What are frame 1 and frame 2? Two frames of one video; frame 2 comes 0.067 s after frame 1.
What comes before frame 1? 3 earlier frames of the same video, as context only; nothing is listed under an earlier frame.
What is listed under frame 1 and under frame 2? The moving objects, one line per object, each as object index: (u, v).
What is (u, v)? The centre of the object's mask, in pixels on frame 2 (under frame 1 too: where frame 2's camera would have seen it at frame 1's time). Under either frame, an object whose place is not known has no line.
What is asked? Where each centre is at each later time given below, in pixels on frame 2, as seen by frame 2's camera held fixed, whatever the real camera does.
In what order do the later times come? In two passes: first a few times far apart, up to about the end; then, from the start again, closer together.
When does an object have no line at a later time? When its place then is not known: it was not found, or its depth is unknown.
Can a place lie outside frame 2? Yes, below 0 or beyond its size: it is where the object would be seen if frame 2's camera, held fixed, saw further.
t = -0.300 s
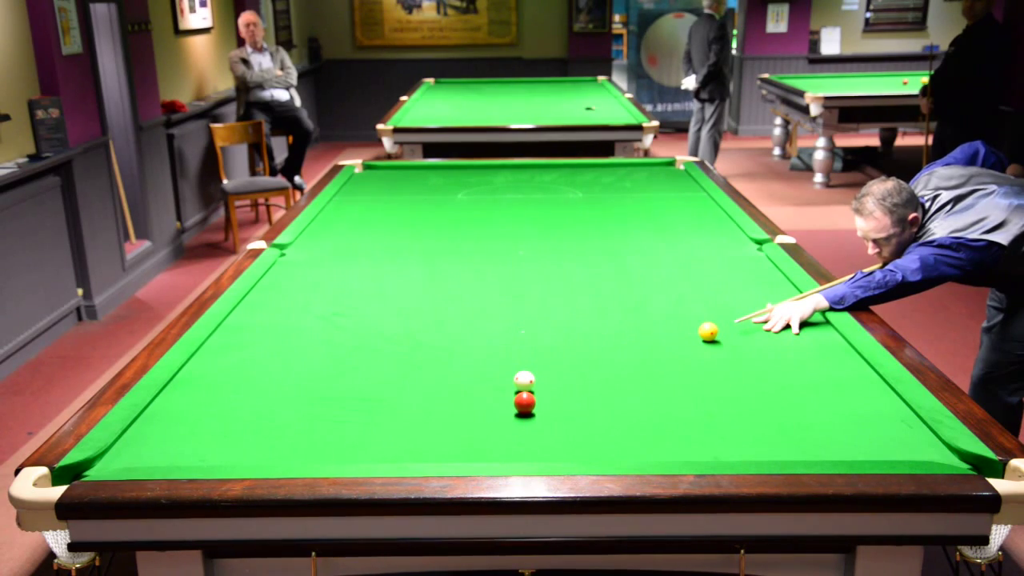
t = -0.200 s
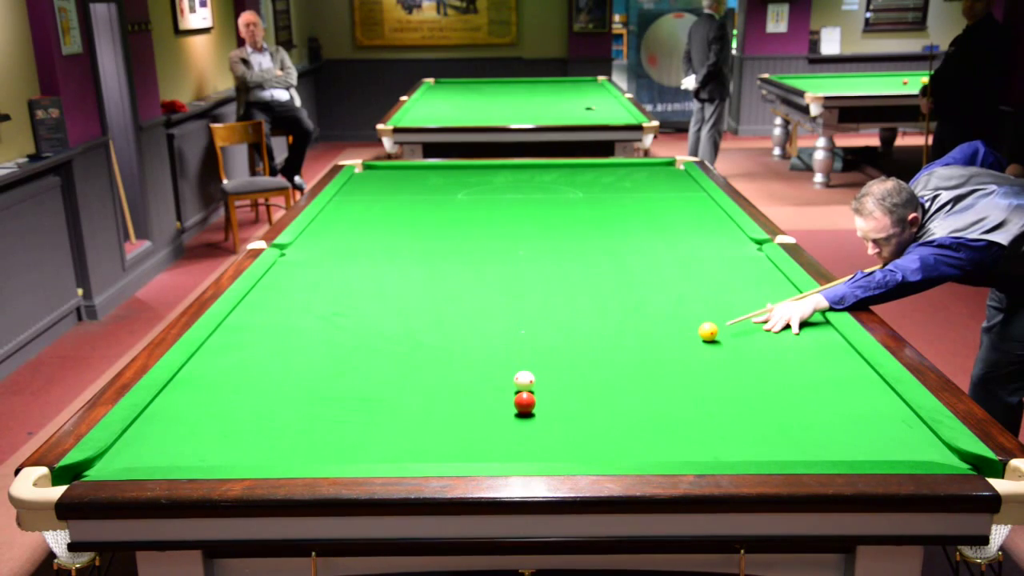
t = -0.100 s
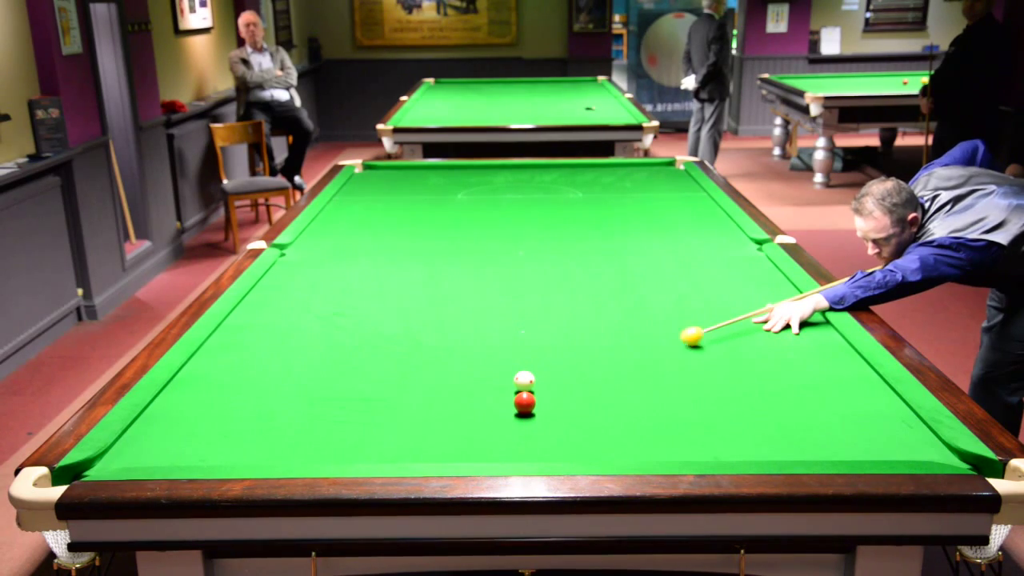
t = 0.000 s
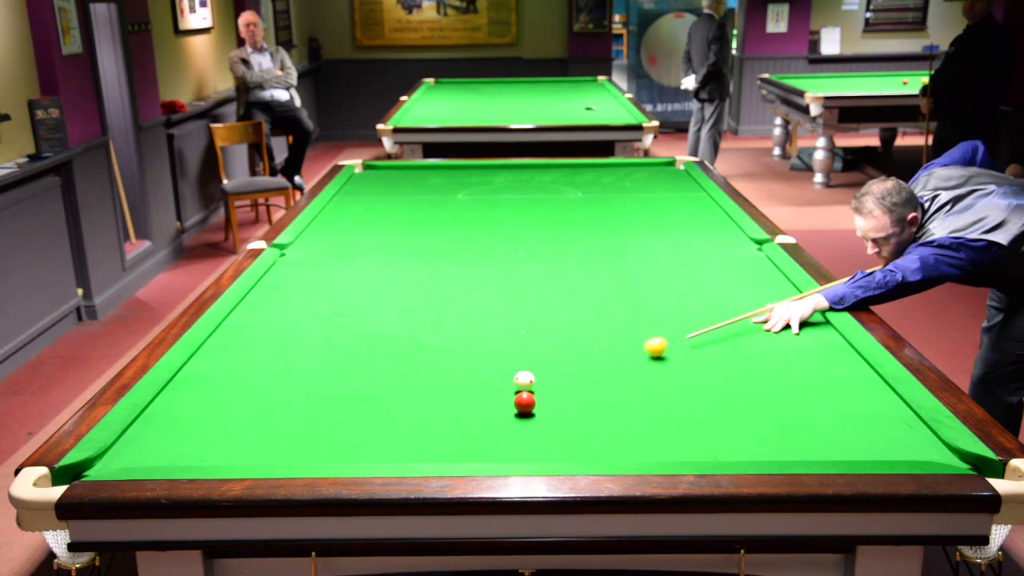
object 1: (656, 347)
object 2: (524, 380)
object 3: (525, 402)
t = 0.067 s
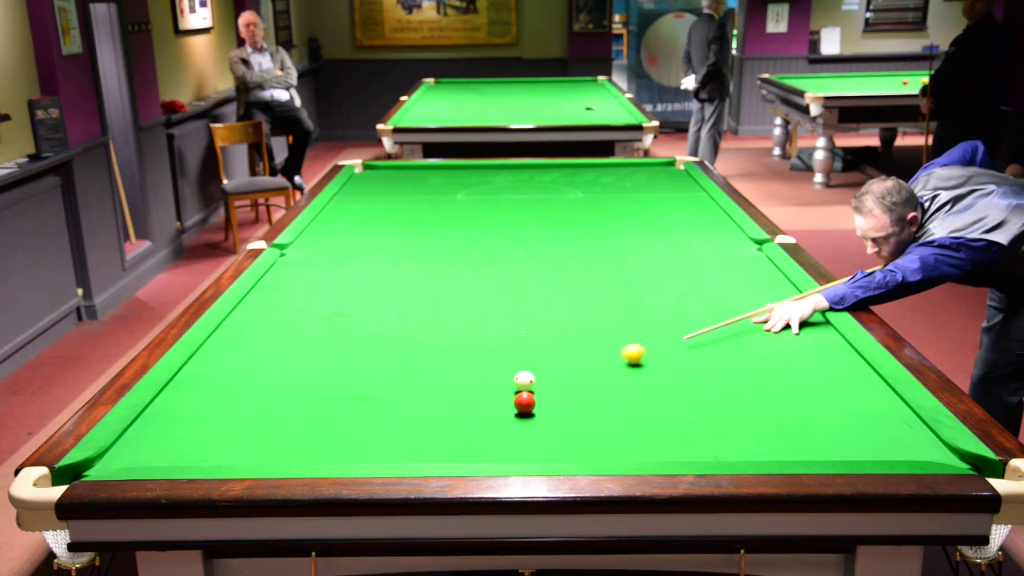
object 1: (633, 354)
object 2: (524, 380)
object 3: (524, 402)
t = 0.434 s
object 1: (543, 390)
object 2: (485, 383)
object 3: (524, 402)
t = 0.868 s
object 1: (546, 408)
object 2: (373, 392)
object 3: (489, 424)
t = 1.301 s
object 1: (554, 421)
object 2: (266, 399)
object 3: (450, 447)
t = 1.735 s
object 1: (559, 432)
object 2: (161, 407)
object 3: (418, 455)
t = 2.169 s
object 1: (563, 441)
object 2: (209, 411)
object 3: (400, 448)
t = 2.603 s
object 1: (565, 446)
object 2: (259, 414)
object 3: (386, 441)
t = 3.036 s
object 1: (565, 448)
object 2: (305, 417)
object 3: (376, 438)
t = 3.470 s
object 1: (565, 448)
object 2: (344, 420)
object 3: (370, 436)
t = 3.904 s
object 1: (565, 448)
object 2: (379, 420)
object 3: (370, 435)
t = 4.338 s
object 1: (565, 448)
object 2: (404, 426)
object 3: (370, 435)
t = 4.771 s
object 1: (565, 448)
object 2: (425, 428)
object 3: (370, 436)
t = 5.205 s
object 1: (565, 448)
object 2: (440, 430)
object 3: (370, 436)
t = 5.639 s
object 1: (565, 448)
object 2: (448, 432)
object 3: (370, 436)
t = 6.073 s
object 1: (565, 448)
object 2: (449, 433)
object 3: (370, 436)
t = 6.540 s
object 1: (565, 448)
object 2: (449, 433)
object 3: (370, 436)
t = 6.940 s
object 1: (565, 448)
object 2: (449, 433)
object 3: (370, 436)
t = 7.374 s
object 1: (565, 448)
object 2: (449, 433)
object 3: (370, 436)
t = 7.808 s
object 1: (565, 448)
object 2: (449, 433)
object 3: (370, 436)
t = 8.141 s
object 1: (565, 449)
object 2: (449, 433)
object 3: (370, 436)
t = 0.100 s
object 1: (622, 357)
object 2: (524, 380)
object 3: (524, 402)
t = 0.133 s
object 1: (611, 360)
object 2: (524, 380)
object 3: (524, 402)
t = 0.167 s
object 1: (599, 363)
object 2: (524, 380)
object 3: (524, 402)
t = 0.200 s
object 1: (588, 367)
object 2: (524, 380)
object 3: (524, 402)
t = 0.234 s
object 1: (576, 370)
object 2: (524, 380)
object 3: (524, 402)
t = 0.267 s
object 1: (564, 374)
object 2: (524, 380)
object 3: (524, 402)
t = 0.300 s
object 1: (552, 378)
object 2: (524, 380)
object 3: (524, 402)
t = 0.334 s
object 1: (545, 382)
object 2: (519, 380)
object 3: (524, 402)
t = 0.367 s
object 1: (545, 385)
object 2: (507, 381)
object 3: (525, 403)
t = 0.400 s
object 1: (544, 387)
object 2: (496, 383)
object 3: (524, 403)
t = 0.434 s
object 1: (543, 390)
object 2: (485, 383)
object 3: (524, 402)
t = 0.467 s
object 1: (541, 393)
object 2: (476, 384)
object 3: (524, 403)
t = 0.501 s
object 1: (539, 395)
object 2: (467, 385)
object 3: (523, 403)
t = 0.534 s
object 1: (540, 397)
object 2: (458, 385)
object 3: (519, 406)
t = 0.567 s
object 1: (541, 398)
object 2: (450, 386)
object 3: (516, 408)
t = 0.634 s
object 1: (542, 400)
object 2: (433, 387)
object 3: (510, 411)
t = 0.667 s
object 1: (543, 401)
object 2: (424, 388)
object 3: (507, 413)
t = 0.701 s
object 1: (543, 402)
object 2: (415, 388)
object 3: (504, 415)
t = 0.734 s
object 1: (544, 403)
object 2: (407, 389)
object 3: (501, 417)
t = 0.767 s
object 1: (545, 405)
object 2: (399, 390)
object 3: (498, 419)
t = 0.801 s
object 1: (545, 406)
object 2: (390, 390)
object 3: (495, 420)
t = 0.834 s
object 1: (546, 407)
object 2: (382, 391)
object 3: (492, 422)
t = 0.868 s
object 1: (546, 408)
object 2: (373, 392)
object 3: (489, 424)
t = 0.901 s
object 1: (547, 409)
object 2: (365, 392)
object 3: (486, 426)
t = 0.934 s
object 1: (548, 410)
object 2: (356, 393)
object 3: (483, 427)
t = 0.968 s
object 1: (548, 411)
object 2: (348, 393)
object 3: (480, 429)
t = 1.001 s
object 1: (549, 412)
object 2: (340, 394)
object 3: (477, 431)
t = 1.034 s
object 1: (549, 414)
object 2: (332, 394)
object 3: (474, 433)
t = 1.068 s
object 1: (550, 414)
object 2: (323, 394)
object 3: (471, 434)
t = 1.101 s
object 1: (550, 416)
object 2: (315, 395)
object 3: (468, 436)
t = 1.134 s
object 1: (551, 416)
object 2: (307, 396)
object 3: (465, 438)
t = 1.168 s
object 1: (551, 418)
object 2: (298, 397)
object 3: (462, 440)
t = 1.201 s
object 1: (552, 418)
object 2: (291, 397)
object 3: (459, 442)
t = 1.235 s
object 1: (553, 419)
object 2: (282, 398)
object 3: (456, 444)
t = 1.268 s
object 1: (553, 420)
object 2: (274, 399)
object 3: (453, 445)
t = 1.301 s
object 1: (554, 421)
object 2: (266, 399)
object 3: (450, 447)
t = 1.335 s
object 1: (554, 422)
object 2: (257, 400)
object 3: (447, 448)
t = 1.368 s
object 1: (555, 423)
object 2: (249, 400)
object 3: (444, 450)
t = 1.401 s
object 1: (555, 424)
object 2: (242, 401)
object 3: (442, 451)
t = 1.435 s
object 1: (556, 425)
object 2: (233, 402)
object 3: (439, 452)
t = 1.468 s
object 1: (556, 426)
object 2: (225, 403)
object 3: (436, 453)
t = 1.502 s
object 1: (556, 427)
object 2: (217, 403)
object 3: (433, 454)
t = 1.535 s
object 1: (557, 428)
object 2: (209, 403)
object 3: (430, 455)
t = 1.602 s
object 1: (558, 429)
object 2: (193, 405)
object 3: (425, 457)
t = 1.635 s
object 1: (558, 430)
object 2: (185, 405)
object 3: (422, 456)
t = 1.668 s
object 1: (558, 431)
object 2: (178, 406)
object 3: (421, 456)
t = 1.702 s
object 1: (559, 432)
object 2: (169, 406)
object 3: (419, 455)
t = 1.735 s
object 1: (559, 432)
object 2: (161, 407)
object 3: (418, 455)
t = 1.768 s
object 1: (559, 433)
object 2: (155, 408)
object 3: (416, 455)
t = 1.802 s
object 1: (560, 434)
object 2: (161, 408)
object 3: (414, 454)
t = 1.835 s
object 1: (560, 434)
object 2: (166, 408)
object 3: (413, 453)
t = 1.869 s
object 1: (560, 435)
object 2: (171, 409)
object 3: (412, 453)
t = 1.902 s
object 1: (561, 436)
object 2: (175, 409)
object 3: (410, 453)
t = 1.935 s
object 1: (561, 437)
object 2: (179, 409)
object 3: (409, 452)
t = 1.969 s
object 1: (561, 437)
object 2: (184, 409)
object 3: (407, 452)
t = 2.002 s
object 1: (561, 438)
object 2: (188, 410)
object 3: (406, 451)
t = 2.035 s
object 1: (562, 438)
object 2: (192, 410)
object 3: (405, 450)
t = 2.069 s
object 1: (562, 439)
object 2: (196, 410)
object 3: (403, 450)
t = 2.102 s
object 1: (562, 440)
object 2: (201, 410)
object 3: (402, 449)
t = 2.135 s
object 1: (563, 440)
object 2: (205, 411)
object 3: (401, 448)
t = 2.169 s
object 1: (563, 441)
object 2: (209, 411)
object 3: (400, 448)
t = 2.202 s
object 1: (563, 441)
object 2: (213, 411)
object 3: (399, 447)
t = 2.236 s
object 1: (563, 442)
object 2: (217, 411)
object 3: (397, 447)
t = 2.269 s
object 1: (563, 442)
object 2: (221, 412)
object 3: (396, 446)
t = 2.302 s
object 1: (563, 443)
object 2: (225, 412)
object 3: (395, 445)
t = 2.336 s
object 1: (563, 443)
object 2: (229, 412)
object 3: (394, 445)
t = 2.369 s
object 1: (564, 444)
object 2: (233, 412)
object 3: (393, 444)
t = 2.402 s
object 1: (564, 444)
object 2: (237, 413)
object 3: (392, 444)
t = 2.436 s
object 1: (564, 445)
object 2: (241, 413)
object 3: (391, 443)
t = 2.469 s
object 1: (564, 445)
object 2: (245, 413)
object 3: (390, 443)
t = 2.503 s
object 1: (564, 445)
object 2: (248, 414)
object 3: (389, 443)
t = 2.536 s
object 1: (565, 446)
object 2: (252, 414)
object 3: (388, 442)
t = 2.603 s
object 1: (565, 446)
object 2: (259, 414)
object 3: (386, 441)
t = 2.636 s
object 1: (565, 446)
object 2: (263, 415)
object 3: (385, 441)
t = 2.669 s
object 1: (565, 447)
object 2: (267, 415)
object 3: (384, 440)
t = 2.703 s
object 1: (565, 447)
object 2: (270, 415)
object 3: (383, 440)
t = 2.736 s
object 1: (565, 447)
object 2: (274, 415)
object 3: (383, 440)
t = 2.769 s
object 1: (565, 448)
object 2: (278, 415)
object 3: (382, 439)
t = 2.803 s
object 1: (565, 448)
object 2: (281, 416)
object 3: (381, 439)
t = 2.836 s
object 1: (566, 448)
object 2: (284, 416)
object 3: (380, 439)
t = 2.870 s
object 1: (566, 448)
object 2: (288, 416)
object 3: (379, 438)
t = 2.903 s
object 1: (565, 448)
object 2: (291, 417)
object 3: (379, 438)
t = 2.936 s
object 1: (566, 448)
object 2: (295, 417)
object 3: (378, 438)
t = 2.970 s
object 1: (566, 448)
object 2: (298, 417)
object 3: (377, 438)
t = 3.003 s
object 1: (566, 448)
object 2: (301, 417)
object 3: (376, 438)
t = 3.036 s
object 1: (565, 448)
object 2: (305, 417)
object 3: (376, 438)
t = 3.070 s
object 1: (566, 448)
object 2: (308, 417)
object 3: (375, 437)
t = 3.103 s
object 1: (565, 448)
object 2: (311, 418)
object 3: (375, 437)
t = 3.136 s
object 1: (565, 448)
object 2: (314, 418)
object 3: (374, 437)
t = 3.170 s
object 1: (565, 448)
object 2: (317, 418)
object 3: (374, 437)
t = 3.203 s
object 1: (565, 448)
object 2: (320, 418)
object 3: (373, 437)
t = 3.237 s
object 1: (565, 448)
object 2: (323, 419)
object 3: (373, 436)
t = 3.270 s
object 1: (565, 448)
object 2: (326, 419)
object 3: (372, 436)
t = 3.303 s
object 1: (565, 448)
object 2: (329, 419)
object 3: (372, 436)
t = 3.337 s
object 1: (565, 448)
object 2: (332, 419)
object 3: (372, 436)
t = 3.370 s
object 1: (565, 448)
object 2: (335, 420)
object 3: (371, 436)
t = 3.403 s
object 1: (565, 448)
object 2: (338, 420)
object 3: (371, 436)
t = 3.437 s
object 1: (565, 449)
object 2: (341, 420)
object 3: (371, 436)
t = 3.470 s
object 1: (565, 448)
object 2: (344, 420)
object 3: (370, 436)
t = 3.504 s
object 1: (565, 448)
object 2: (346, 421)
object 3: (370, 436)
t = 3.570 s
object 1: (565, 448)
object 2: (352, 421)
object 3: (370, 436)
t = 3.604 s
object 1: (565, 448)
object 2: (354, 421)
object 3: (370, 436)
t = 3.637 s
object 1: (565, 448)
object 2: (356, 421)
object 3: (370, 436)
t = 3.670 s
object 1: (565, 448)
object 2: (359, 420)
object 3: (370, 436)
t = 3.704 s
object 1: (565, 448)
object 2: (361, 420)
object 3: (369, 435)
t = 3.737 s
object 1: (565, 448)
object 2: (364, 419)
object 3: (369, 435)
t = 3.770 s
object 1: (565, 448)
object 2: (367, 419)
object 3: (369, 435)
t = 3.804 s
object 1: (565, 448)
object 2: (370, 419)
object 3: (370, 435)
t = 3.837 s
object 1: (565, 448)
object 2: (373, 419)
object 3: (369, 435)
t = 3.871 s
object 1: (565, 448)
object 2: (375, 419)
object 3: (370, 435)
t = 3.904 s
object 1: (565, 448)
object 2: (379, 420)
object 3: (370, 435)
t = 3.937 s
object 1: (565, 448)
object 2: (381, 421)
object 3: (370, 435)
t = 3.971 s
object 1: (565, 448)
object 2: (383, 422)
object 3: (370, 435)
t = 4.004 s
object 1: (565, 448)
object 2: (385, 423)
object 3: (370, 435)
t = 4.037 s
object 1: (565, 448)
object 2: (387, 423)
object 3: (370, 435)
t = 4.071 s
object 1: (565, 448)
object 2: (389, 424)
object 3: (370, 435)
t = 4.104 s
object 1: (565, 448)
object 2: (391, 424)
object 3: (370, 436)
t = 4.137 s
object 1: (565, 448)
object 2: (392, 425)
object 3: (370, 436)
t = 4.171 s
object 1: (565, 448)
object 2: (395, 425)
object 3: (370, 436)
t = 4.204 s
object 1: (565, 448)
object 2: (396, 425)
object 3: (370, 436)
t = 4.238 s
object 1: (565, 448)
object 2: (399, 425)
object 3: (370, 436)
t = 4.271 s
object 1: (565, 448)
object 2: (400, 425)
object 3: (370, 436)
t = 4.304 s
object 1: (565, 448)
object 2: (402, 426)
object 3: (370, 436)
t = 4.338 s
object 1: (565, 448)
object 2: (404, 426)
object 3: (370, 435)
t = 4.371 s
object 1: (565, 448)
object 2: (406, 426)
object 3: (370, 436)
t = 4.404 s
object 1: (565, 448)
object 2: (408, 427)
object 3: (370, 436)
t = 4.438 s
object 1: (565, 448)
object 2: (410, 427)
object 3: (370, 436)
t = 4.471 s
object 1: (565, 448)
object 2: (411, 427)
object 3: (370, 436)
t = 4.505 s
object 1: (565, 448)
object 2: (413, 427)
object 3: (370, 436)
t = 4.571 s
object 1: (565, 448)
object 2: (416, 427)
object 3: (370, 436)
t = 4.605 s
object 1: (565, 448)
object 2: (418, 428)
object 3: (370, 436)
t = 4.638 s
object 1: (565, 448)
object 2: (420, 428)
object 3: (370, 436)
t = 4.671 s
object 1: (565, 448)
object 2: (421, 428)
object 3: (370, 436)
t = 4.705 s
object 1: (565, 448)
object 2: (423, 428)
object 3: (370, 436)
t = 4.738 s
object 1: (565, 448)
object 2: (424, 428)
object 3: (370, 436)
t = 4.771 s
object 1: (565, 448)
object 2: (425, 428)
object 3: (370, 436)
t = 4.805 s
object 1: (565, 448)
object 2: (427, 429)
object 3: (370, 435)
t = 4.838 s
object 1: (565, 448)
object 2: (428, 429)
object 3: (370, 436)
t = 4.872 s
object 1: (565, 448)
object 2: (429, 429)
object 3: (370, 436)
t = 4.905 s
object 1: (565, 448)
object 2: (430, 429)
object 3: (370, 436)
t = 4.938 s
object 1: (565, 448)
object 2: (432, 429)
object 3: (370, 436)
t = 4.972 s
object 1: (565, 448)
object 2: (433, 430)
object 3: (370, 436)
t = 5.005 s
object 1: (565, 448)
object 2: (434, 430)
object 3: (370, 436)
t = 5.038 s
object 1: (565, 448)
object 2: (435, 430)
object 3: (370, 436)
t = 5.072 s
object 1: (565, 448)
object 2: (436, 430)
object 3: (370, 435)
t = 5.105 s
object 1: (565, 448)
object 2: (437, 430)
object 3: (370, 436)
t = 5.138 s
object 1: (565, 448)
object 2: (438, 430)
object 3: (370, 436)
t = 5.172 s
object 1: (565, 448)
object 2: (439, 430)
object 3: (370, 435)
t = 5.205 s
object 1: (565, 448)
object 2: (440, 430)
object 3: (370, 436)
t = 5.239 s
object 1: (565, 448)
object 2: (440, 431)
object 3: (370, 436)
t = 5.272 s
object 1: (565, 448)
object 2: (441, 431)
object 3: (370, 436)
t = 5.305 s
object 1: (565, 448)
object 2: (442, 431)
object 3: (370, 436)
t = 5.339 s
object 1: (565, 448)
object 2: (442, 431)
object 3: (370, 435)
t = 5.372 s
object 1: (565, 448)
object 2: (443, 431)
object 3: (370, 436)
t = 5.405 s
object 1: (565, 448)
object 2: (444, 431)
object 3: (370, 436)
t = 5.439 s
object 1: (565, 448)
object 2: (444, 431)
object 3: (370, 436)
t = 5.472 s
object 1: (565, 448)
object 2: (445, 432)
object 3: (370, 436)
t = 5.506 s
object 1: (565, 448)
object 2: (446, 432)
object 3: (370, 436)
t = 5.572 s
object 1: (565, 448)
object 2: (447, 432)
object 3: (370, 436)
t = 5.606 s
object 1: (565, 448)
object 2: (447, 432)
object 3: (370, 436)
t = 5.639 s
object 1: (565, 448)
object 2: (448, 432)
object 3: (370, 436)
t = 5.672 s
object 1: (565, 448)
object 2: (448, 432)
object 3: (370, 436)
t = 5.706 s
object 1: (565, 448)
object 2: (448, 432)
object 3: (370, 436)
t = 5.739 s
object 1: (565, 448)
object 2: (448, 432)
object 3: (370, 436)
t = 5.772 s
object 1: (565, 448)
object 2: (449, 432)
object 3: (370, 436)
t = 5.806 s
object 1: (565, 448)
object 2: (449, 432)
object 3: (370, 436)
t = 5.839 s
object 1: (565, 448)
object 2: (449, 432)
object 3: (370, 436)
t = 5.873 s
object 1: (565, 448)
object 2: (449, 432)
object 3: (370, 436)
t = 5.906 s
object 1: (565, 448)
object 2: (449, 433)
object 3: (370, 436)
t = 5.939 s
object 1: (565, 448)
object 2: (449, 433)
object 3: (370, 436)
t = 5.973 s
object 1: (565, 448)
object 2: (449, 433)
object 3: (370, 436)
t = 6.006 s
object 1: (565, 448)
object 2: (449, 433)
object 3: (370, 436)
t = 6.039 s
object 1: (565, 448)
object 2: (449, 433)
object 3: (370, 436)
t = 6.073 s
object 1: (565, 448)
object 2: (449, 433)
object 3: (370, 436)
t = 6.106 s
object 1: (565, 448)
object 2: (449, 433)
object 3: (370, 436)
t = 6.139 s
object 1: (565, 448)
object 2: (449, 433)
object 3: (370, 436)
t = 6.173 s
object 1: (565, 448)
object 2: (449, 433)
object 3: (370, 436)
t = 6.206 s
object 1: (565, 448)
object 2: (449, 433)
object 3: (370, 436)
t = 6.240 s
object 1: (565, 449)
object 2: (449, 433)
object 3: (370, 436)
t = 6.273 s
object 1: (565, 448)
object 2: (449, 433)
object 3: (370, 436)
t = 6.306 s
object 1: (565, 448)
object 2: (449, 433)
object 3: (370, 436)
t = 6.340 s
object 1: (565, 448)
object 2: (449, 433)
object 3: (370, 436)
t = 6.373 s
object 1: (565, 448)
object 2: (449, 433)
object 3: (370, 436)
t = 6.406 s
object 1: (565, 448)
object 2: (449, 433)
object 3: (370, 436)
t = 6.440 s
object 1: (565, 448)
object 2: (449, 433)
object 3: (370, 436)
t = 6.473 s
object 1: (565, 448)
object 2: (449, 433)
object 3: (370, 436)
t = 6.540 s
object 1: (565, 448)
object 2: (449, 433)
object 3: (370, 436)
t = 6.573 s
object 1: (565, 448)
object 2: (449, 433)
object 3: (370, 436)
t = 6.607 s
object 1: (565, 448)
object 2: (449, 433)
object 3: (370, 436)
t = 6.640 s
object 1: (565, 448)
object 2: (449, 433)
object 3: (370, 436)
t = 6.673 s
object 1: (565, 448)
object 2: (449, 433)
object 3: (370, 436)
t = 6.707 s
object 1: (565, 448)
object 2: (449, 433)
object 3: (370, 436)
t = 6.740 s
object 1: (565, 448)
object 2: (449, 433)
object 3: (370, 436)
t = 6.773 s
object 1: (565, 448)
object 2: (449, 433)
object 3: (370, 436)
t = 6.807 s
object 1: (565, 448)
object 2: (449, 433)
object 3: (370, 436)
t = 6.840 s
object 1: (565, 448)
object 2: (449, 433)
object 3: (370, 436)
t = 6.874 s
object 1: (565, 448)
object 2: (449, 433)
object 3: (370, 436)
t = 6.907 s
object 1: (565, 448)
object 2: (449, 433)
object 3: (370, 436)
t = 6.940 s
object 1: (565, 448)
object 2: (449, 433)
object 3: (370, 436)
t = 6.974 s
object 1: (565, 448)
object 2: (449, 433)
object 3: (370, 436)
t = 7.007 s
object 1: (565, 448)
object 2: (449, 433)
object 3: (370, 436)
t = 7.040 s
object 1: (565, 448)
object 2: (449, 433)
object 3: (370, 436)
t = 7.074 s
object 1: (565, 448)
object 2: (449, 433)
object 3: (370, 436)
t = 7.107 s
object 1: (565, 448)
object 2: (449, 433)
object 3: (370, 436)
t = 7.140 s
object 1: (565, 448)
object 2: (449, 433)
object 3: (370, 436)
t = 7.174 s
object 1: (565, 448)
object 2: (449, 433)
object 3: (370, 436)
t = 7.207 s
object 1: (565, 448)
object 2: (449, 433)
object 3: (370, 436)
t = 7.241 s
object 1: (565, 448)
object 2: (449, 433)
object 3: (370, 436)
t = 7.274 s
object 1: (565, 448)
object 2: (449, 432)
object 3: (370, 436)
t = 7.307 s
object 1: (565, 448)
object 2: (449, 433)
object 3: (370, 436)
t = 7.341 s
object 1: (565, 448)
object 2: (449, 433)
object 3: (370, 436)
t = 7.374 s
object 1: (565, 448)
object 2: (449, 433)
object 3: (370, 436)
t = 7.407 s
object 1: (565, 448)
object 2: (449, 433)
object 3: (370, 436)
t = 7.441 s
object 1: (565, 448)
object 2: (449, 433)
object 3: (370, 436)
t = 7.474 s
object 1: (565, 448)
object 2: (449, 433)
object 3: (370, 436)
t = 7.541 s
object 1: (565, 448)
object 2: (449, 433)
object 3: (370, 436)
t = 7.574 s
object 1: (565, 448)
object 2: (449, 433)
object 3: (370, 436)
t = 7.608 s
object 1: (565, 448)
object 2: (449, 433)
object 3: (370, 436)
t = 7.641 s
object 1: (565, 448)
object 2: (449, 433)
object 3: (370, 436)
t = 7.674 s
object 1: (565, 448)
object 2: (449, 433)
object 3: (370, 436)
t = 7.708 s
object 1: (565, 448)
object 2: (449, 433)
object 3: (370, 436)
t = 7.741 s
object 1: (565, 448)
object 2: (449, 433)
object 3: (370, 436)
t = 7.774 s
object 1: (565, 448)
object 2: (449, 433)
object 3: (370, 436)
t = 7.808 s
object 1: (565, 448)
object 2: (449, 433)
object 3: (370, 436)
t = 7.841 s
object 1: (565, 448)
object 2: (449, 432)
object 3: (370, 436)
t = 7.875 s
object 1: (565, 448)
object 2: (449, 433)
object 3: (370, 436)
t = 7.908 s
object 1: (565, 448)
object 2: (449, 433)
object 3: (370, 436)
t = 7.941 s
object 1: (565, 448)
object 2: (449, 433)
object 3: (370, 436)
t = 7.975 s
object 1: (565, 448)
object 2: (449, 433)
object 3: (370, 436)
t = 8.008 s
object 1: (565, 448)
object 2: (449, 433)
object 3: (370, 436)
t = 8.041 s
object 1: (565, 448)
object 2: (449, 433)
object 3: (370, 436)
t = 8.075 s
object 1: (565, 448)
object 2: (449, 433)
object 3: (370, 436)
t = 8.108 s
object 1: (565, 448)
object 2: (449, 433)
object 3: (370, 436)
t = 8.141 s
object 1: (565, 449)
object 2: (449, 433)
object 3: (370, 436)
